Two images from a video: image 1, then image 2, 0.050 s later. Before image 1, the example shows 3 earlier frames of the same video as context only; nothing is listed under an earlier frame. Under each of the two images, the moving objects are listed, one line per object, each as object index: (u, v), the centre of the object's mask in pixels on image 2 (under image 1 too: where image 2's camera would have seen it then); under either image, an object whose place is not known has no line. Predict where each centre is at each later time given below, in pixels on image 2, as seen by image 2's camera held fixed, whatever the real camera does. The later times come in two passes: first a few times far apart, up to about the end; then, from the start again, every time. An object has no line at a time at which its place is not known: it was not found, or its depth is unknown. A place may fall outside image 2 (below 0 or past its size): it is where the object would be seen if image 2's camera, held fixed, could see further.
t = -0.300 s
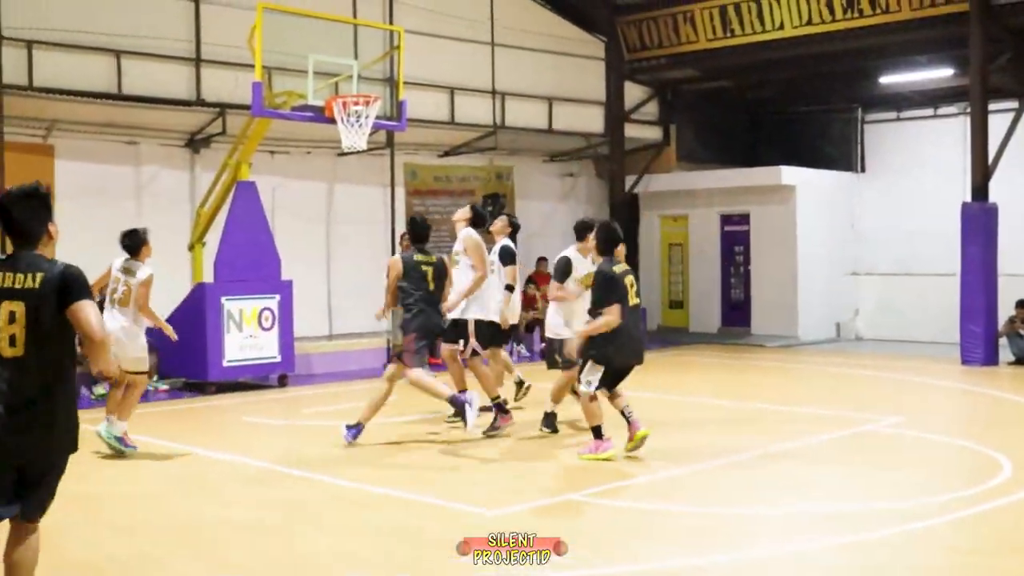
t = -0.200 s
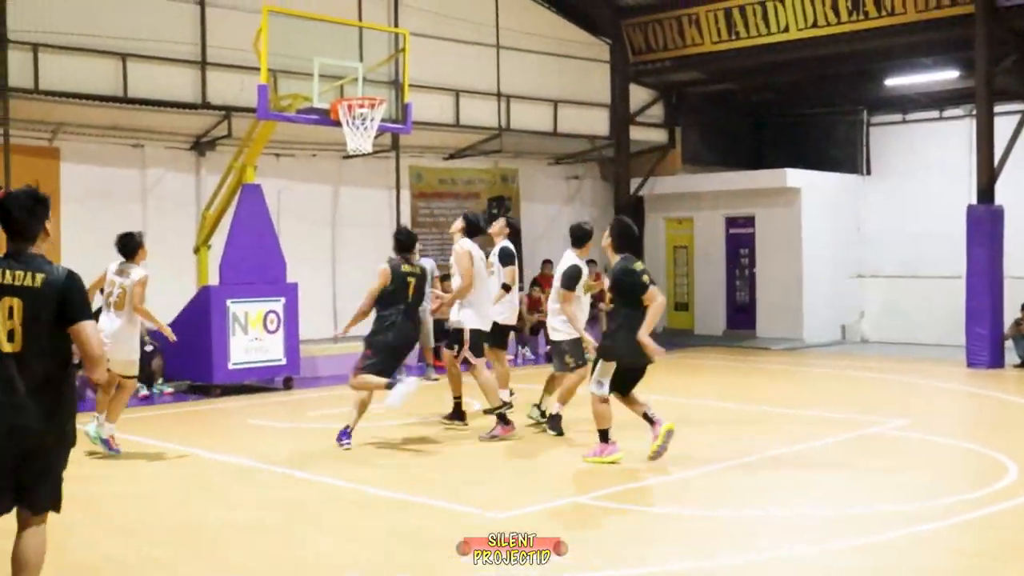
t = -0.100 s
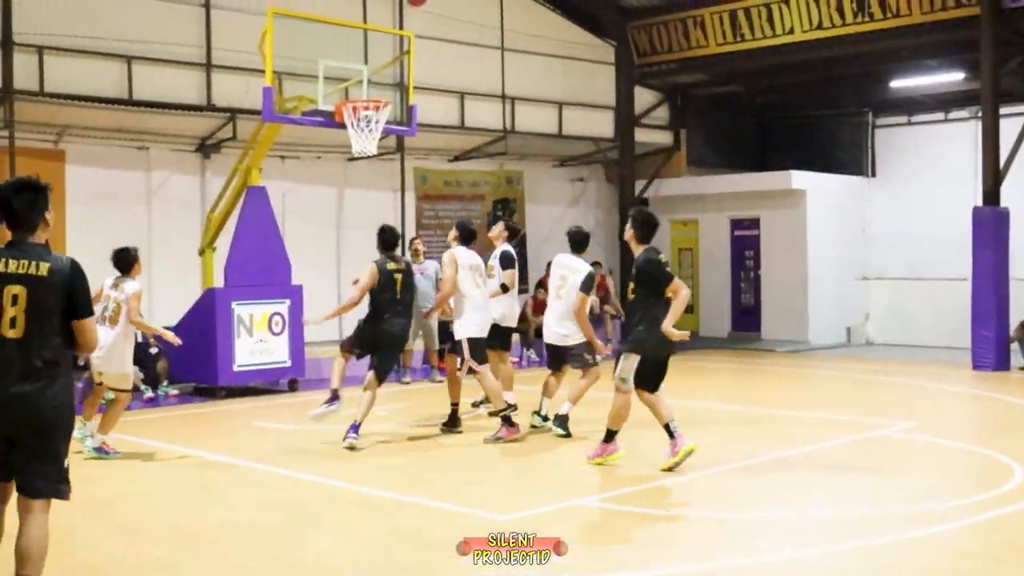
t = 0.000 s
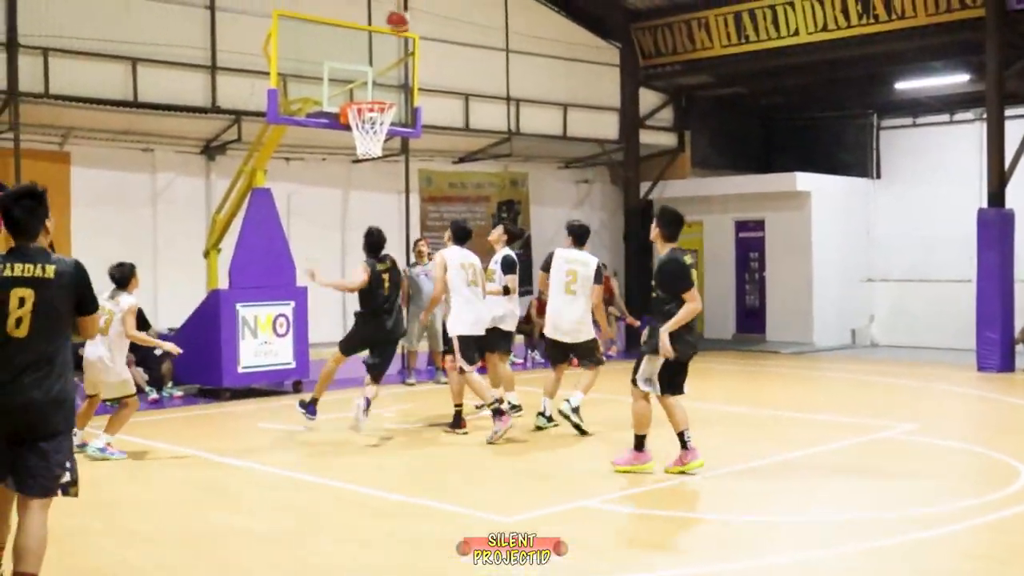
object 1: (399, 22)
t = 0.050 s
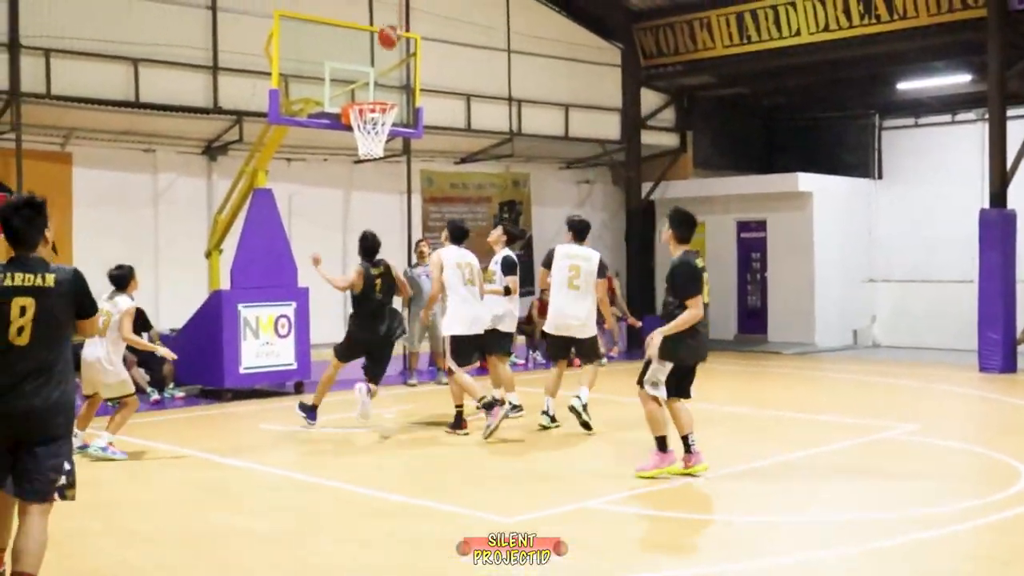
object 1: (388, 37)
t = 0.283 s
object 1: (372, 70)
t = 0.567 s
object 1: (420, 7)
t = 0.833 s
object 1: (467, 21)
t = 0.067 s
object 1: (386, 43)
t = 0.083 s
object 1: (383, 48)
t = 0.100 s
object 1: (379, 56)
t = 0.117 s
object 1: (376, 62)
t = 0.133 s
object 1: (373, 69)
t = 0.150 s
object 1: (369, 75)
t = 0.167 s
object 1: (367, 84)
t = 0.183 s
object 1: (361, 92)
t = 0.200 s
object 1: (360, 94)
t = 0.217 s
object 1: (361, 93)
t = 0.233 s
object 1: (363, 89)
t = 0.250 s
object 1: (366, 83)
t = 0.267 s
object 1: (369, 76)
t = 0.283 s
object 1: (372, 70)
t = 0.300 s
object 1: (374, 64)
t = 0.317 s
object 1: (377, 58)
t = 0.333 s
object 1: (380, 54)
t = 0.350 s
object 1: (383, 48)
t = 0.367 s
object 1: (385, 43)
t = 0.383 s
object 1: (388, 39)
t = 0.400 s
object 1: (391, 35)
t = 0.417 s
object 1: (394, 31)
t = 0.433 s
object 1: (396, 28)
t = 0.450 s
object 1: (399, 23)
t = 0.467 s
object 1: (402, 20)
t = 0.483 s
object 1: (405, 18)
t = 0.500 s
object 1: (408, 15)
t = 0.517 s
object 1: (411, 13)
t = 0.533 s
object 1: (414, 11)
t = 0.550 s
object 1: (417, 8)
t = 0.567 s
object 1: (420, 7)
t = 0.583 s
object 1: (422, 6)
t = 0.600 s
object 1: (426, 5)
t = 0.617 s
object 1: (429, 5)
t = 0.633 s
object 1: (432, 5)
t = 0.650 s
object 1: (435, 5)
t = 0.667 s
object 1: (438, 5)
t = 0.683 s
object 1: (441, 5)
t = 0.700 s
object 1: (444, 6)
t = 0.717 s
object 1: (447, 7)
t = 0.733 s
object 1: (449, 8)
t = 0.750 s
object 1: (452, 9)
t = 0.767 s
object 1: (455, 11)
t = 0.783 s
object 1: (458, 13)
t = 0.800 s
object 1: (461, 16)
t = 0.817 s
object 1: (465, 18)
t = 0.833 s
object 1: (467, 21)
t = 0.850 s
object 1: (471, 25)
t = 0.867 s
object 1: (474, 28)
